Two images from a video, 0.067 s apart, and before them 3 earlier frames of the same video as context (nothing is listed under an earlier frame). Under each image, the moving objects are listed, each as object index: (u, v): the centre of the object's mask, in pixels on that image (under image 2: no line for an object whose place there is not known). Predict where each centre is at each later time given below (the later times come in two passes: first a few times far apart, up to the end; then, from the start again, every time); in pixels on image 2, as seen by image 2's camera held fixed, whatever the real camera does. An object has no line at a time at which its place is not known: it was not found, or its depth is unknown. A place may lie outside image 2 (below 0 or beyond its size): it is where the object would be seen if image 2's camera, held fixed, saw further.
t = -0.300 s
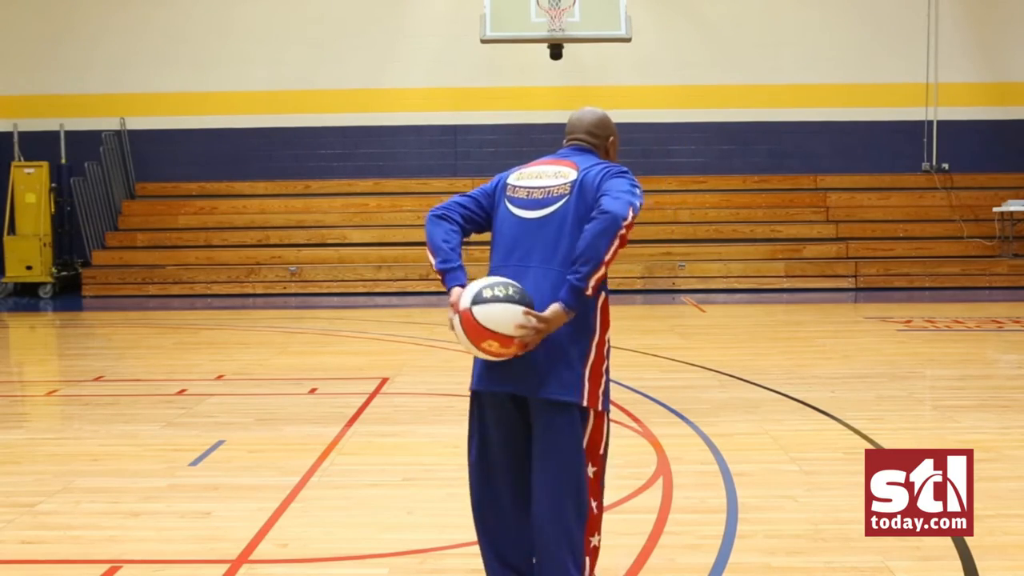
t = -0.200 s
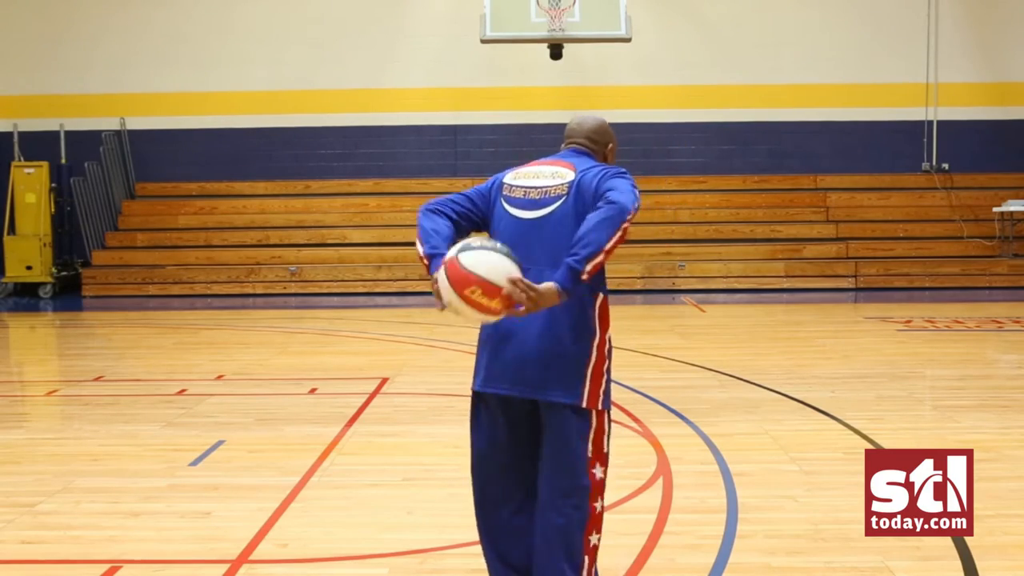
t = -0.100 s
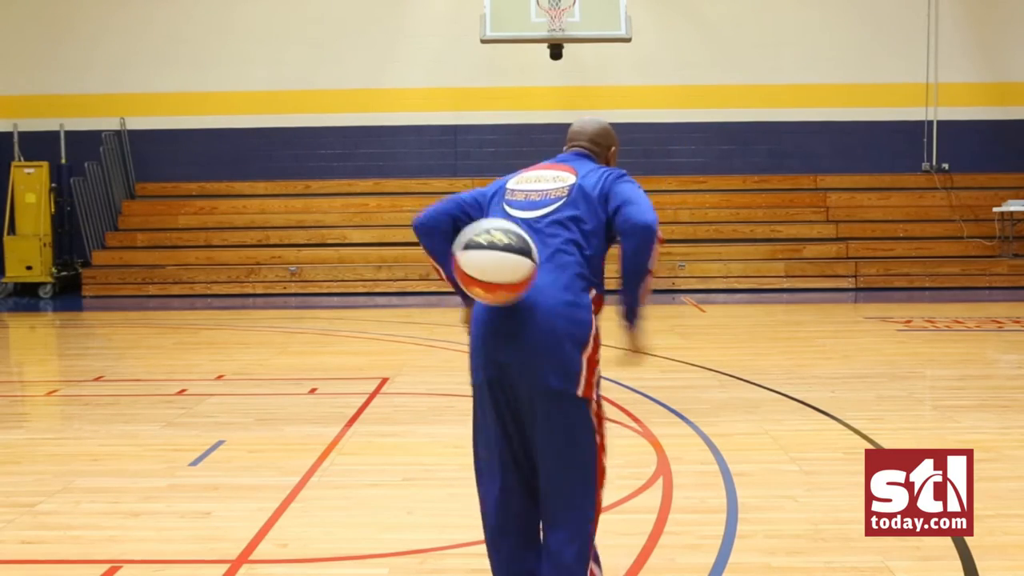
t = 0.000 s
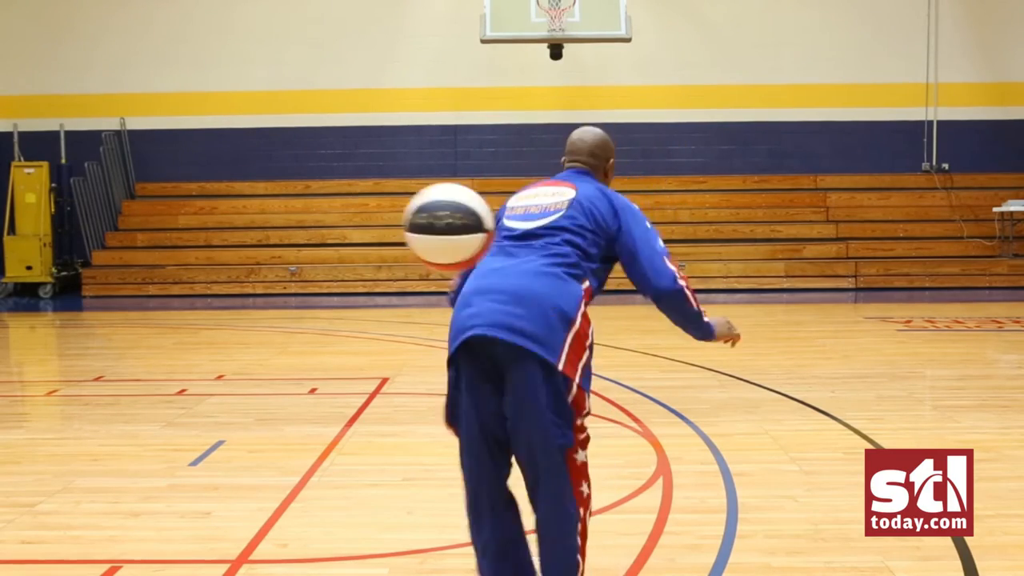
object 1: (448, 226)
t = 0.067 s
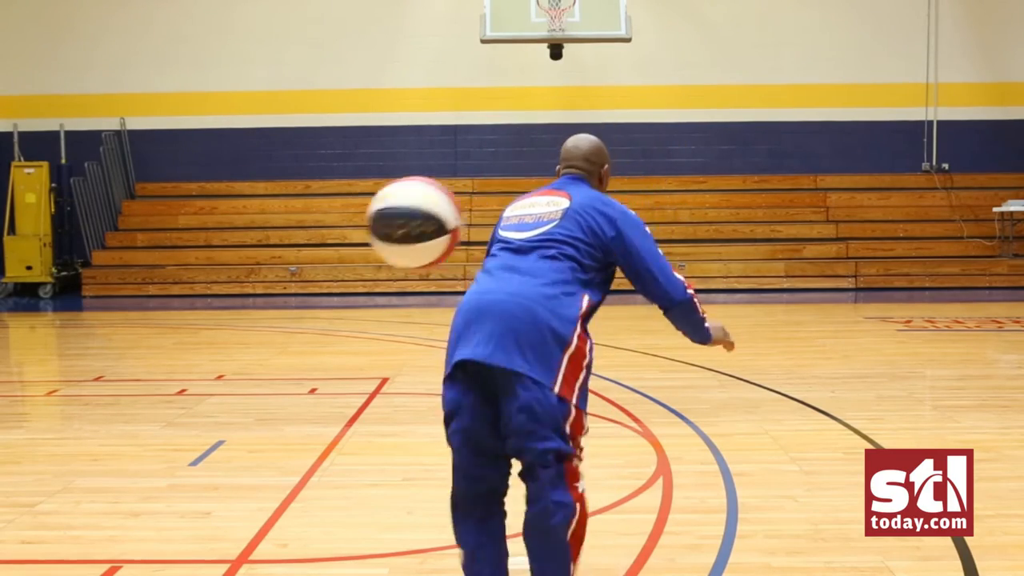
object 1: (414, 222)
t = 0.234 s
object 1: (316, 291)
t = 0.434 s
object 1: (169, 554)
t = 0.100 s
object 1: (397, 227)
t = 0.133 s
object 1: (378, 235)
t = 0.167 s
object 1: (358, 249)
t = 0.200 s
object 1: (338, 266)
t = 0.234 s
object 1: (316, 291)
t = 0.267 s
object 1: (293, 322)
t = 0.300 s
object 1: (269, 361)
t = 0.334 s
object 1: (245, 408)
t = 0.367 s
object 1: (220, 457)
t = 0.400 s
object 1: (194, 518)
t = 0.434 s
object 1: (169, 554)
